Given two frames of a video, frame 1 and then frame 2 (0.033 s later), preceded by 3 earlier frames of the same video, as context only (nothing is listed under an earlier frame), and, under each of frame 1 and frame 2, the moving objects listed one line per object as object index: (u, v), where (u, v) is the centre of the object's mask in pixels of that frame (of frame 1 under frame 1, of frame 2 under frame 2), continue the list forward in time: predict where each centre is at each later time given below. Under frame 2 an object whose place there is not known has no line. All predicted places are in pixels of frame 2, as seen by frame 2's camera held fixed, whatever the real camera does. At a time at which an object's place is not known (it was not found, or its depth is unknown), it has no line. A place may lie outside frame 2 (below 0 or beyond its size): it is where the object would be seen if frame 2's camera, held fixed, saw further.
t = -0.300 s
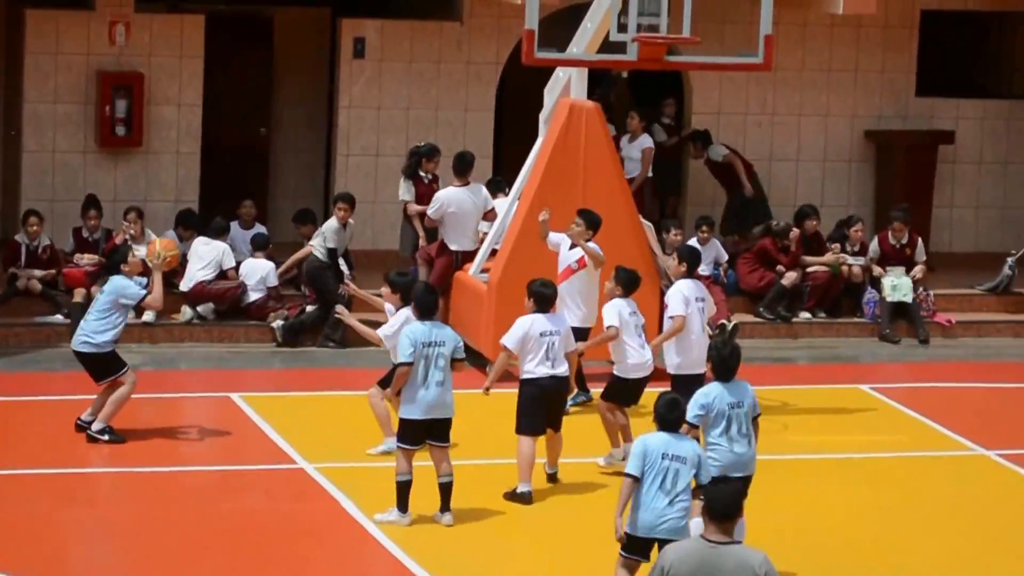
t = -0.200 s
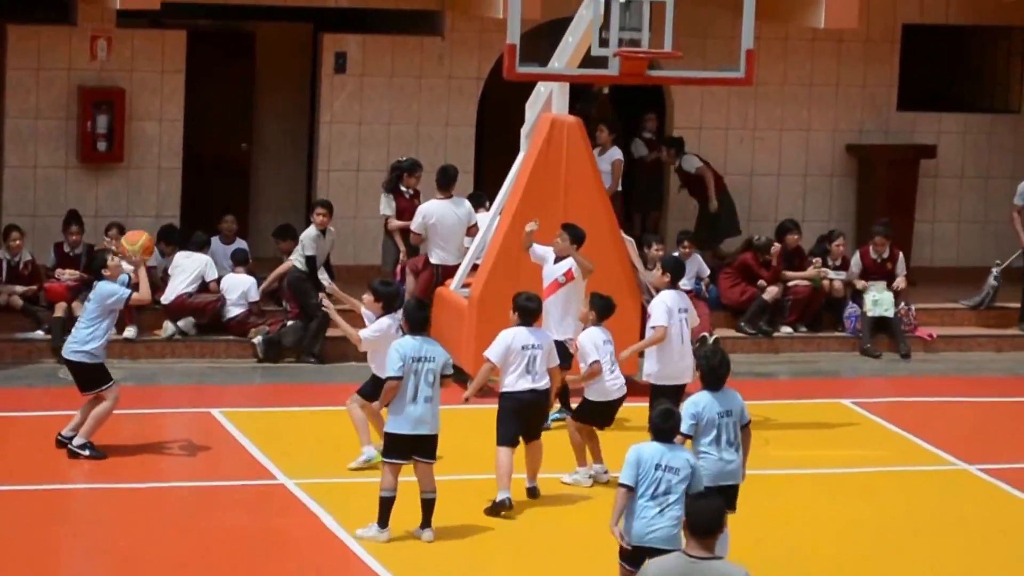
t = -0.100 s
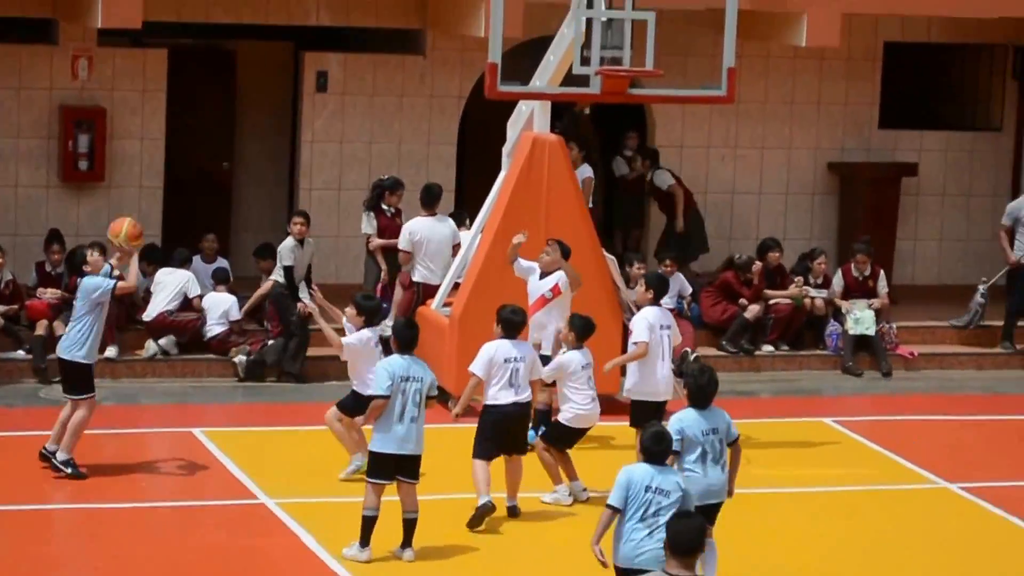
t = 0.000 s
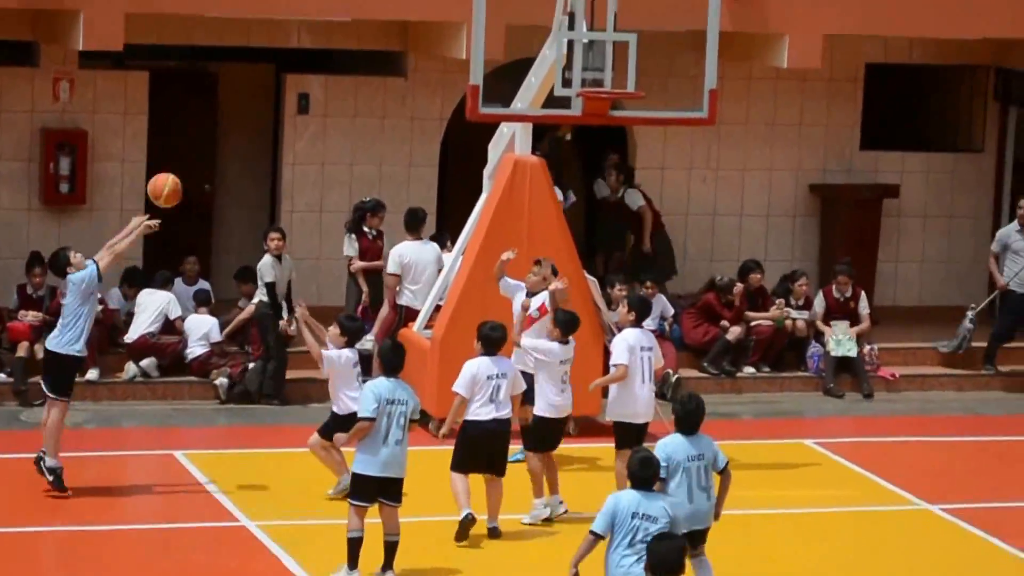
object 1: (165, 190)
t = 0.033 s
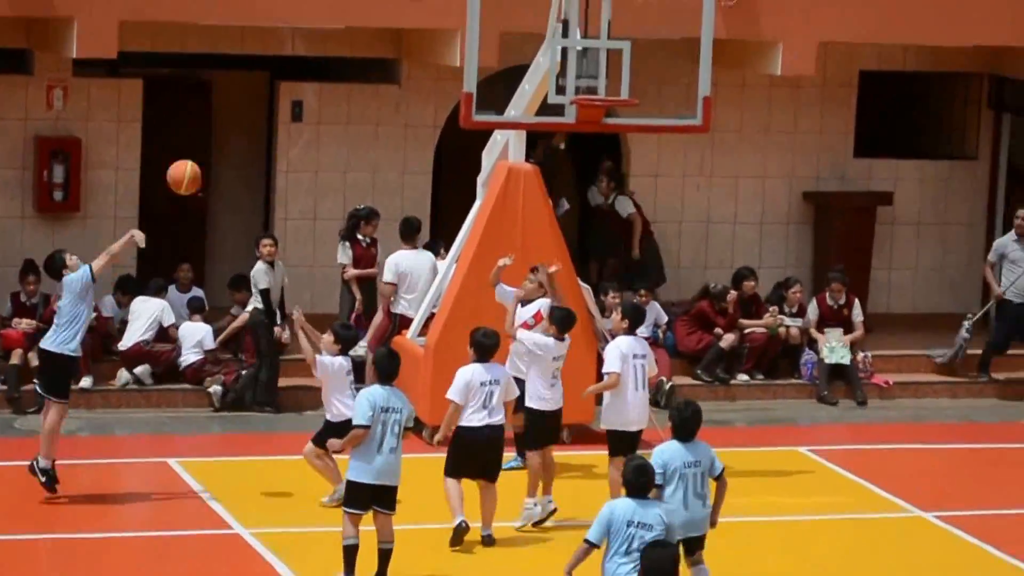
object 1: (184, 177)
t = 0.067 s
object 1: (212, 158)
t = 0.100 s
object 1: (237, 141)
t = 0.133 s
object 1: (262, 125)
